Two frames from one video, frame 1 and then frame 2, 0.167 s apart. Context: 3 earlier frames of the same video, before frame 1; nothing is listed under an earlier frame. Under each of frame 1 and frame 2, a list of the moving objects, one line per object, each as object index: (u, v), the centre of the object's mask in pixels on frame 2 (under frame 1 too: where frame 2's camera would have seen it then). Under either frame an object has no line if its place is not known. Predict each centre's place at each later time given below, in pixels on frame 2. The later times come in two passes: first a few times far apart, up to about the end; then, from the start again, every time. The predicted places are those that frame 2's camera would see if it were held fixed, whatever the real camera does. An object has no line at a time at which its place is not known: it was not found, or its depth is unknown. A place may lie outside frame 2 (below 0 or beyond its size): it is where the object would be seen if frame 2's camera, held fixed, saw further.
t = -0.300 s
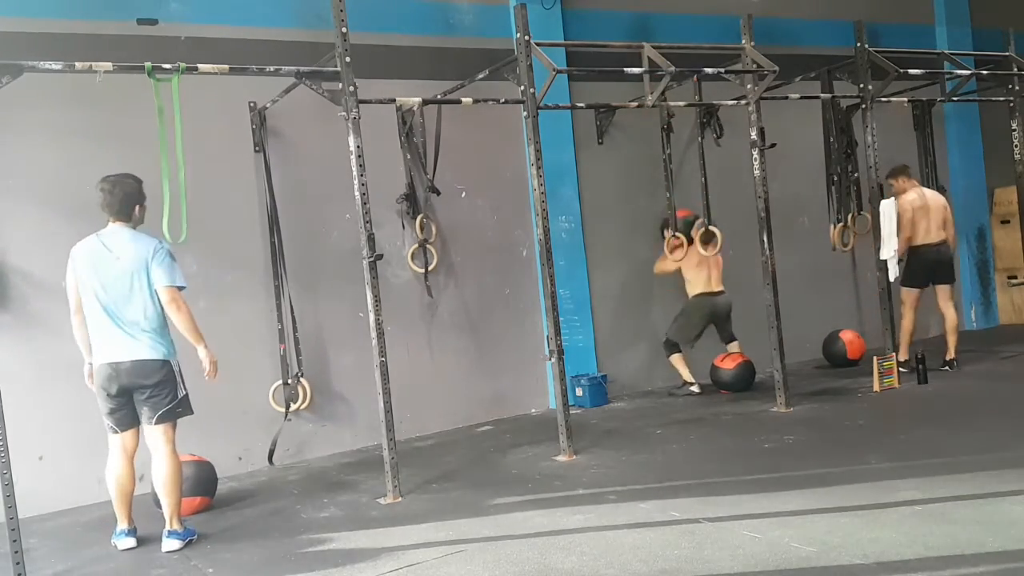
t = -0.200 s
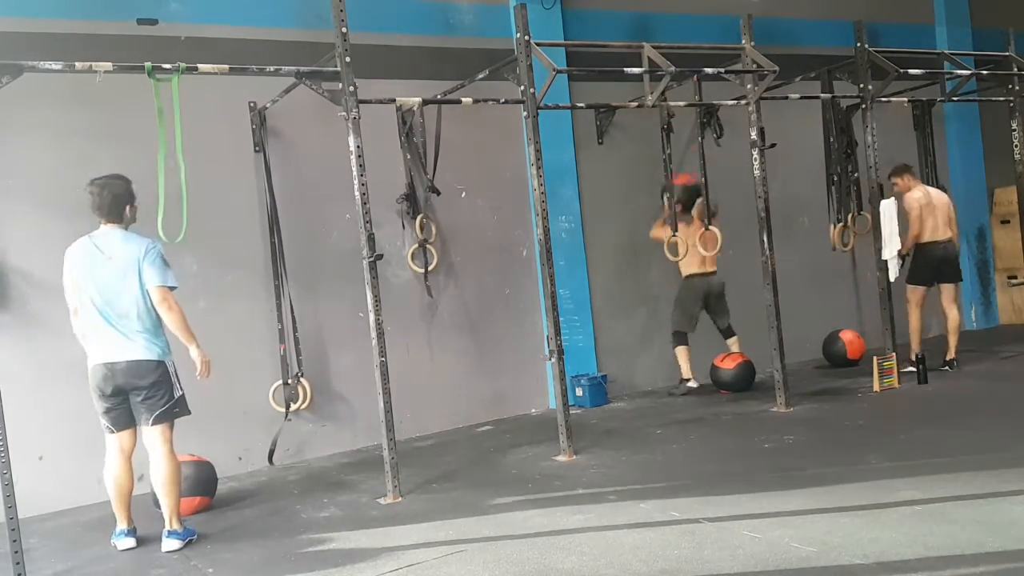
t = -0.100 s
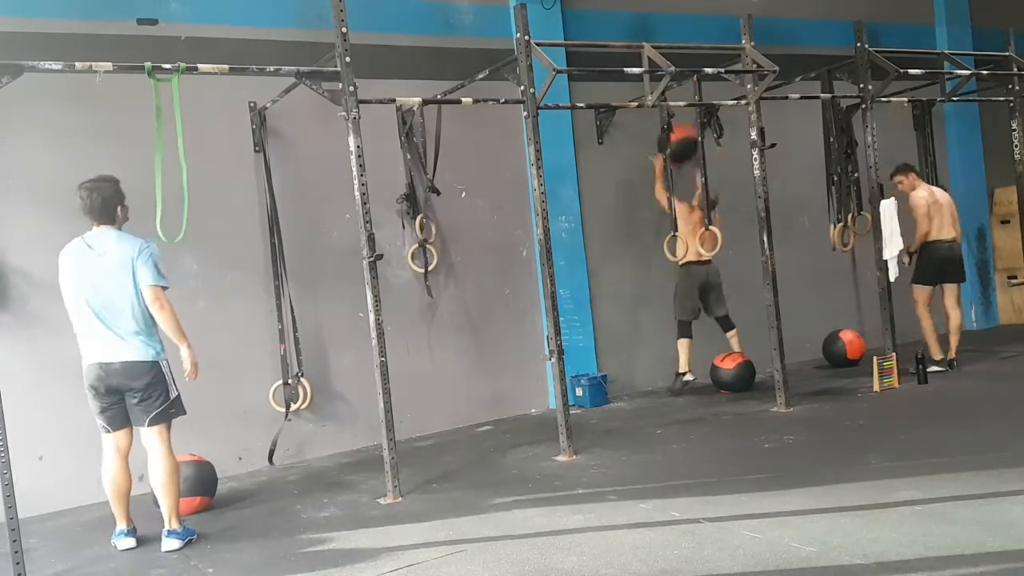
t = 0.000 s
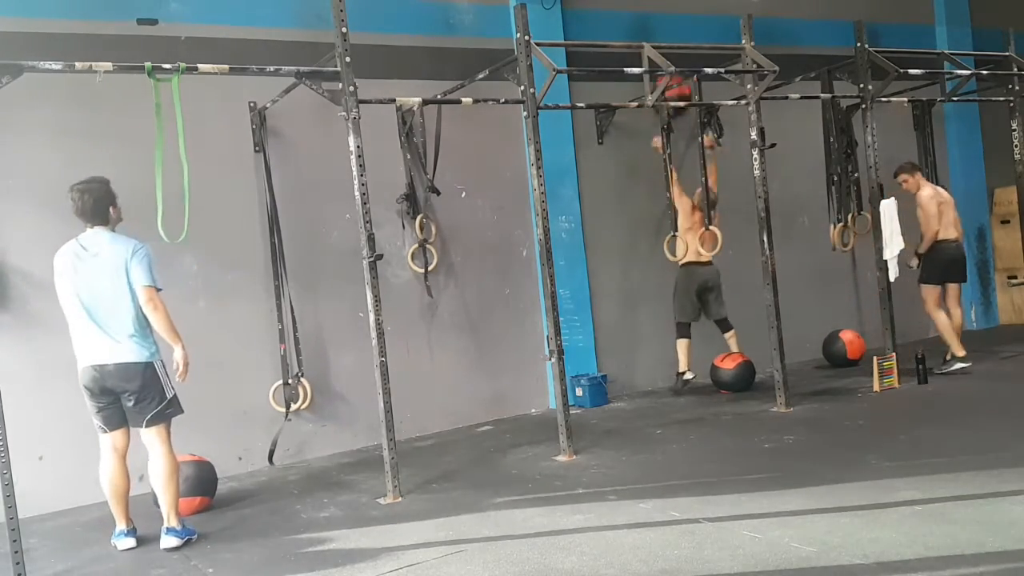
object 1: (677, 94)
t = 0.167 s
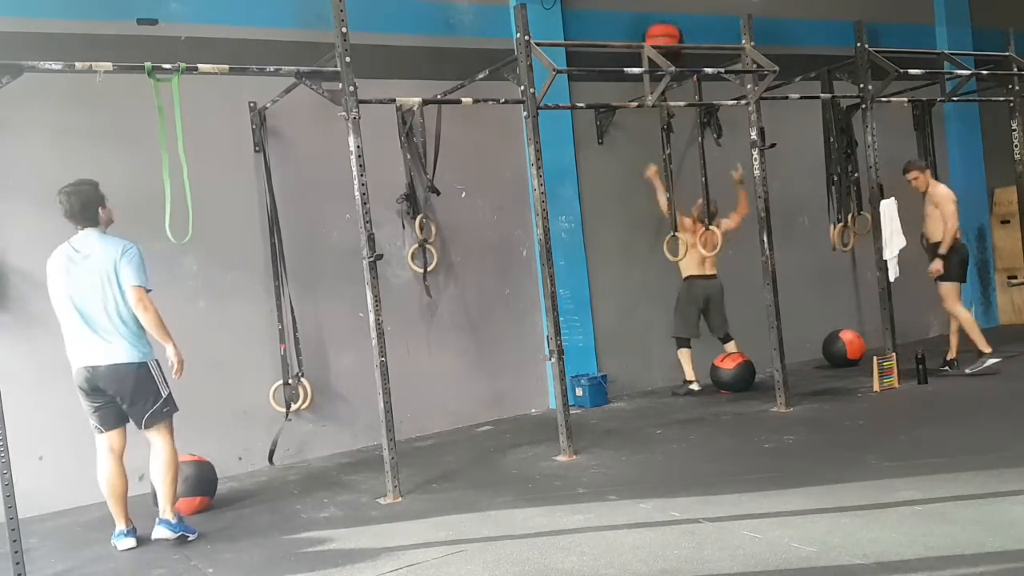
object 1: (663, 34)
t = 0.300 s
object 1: (657, 22)
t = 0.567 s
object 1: (660, 32)
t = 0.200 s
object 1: (661, 31)
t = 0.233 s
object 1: (660, 27)
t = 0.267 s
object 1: (658, 24)
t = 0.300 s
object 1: (657, 22)
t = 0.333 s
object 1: (655, 21)
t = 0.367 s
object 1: (654, 21)
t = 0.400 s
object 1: (654, 21)
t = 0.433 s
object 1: (654, 22)
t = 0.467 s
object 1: (656, 24)
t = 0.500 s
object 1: (657, 26)
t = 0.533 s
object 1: (658, 29)
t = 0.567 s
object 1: (660, 32)
